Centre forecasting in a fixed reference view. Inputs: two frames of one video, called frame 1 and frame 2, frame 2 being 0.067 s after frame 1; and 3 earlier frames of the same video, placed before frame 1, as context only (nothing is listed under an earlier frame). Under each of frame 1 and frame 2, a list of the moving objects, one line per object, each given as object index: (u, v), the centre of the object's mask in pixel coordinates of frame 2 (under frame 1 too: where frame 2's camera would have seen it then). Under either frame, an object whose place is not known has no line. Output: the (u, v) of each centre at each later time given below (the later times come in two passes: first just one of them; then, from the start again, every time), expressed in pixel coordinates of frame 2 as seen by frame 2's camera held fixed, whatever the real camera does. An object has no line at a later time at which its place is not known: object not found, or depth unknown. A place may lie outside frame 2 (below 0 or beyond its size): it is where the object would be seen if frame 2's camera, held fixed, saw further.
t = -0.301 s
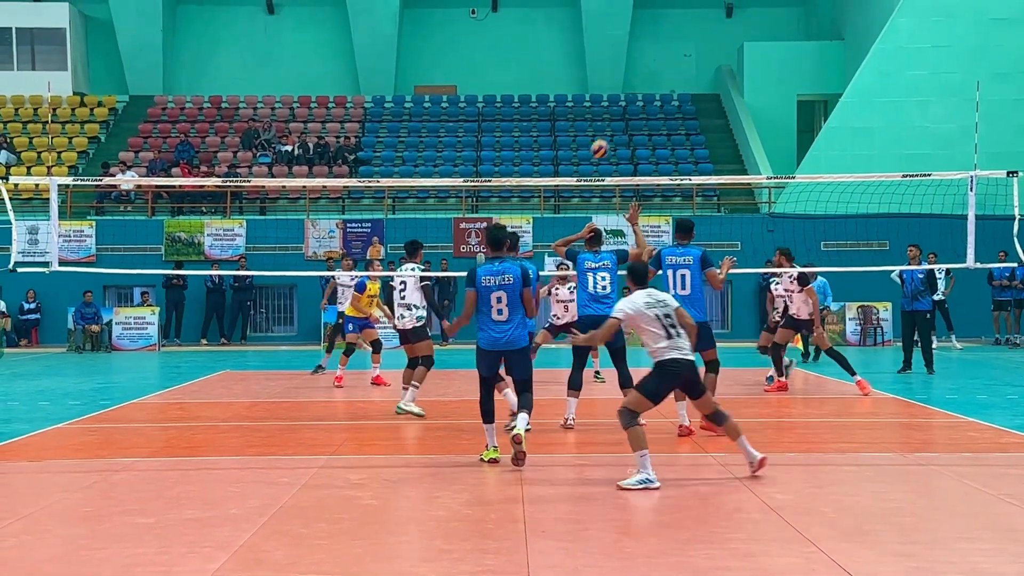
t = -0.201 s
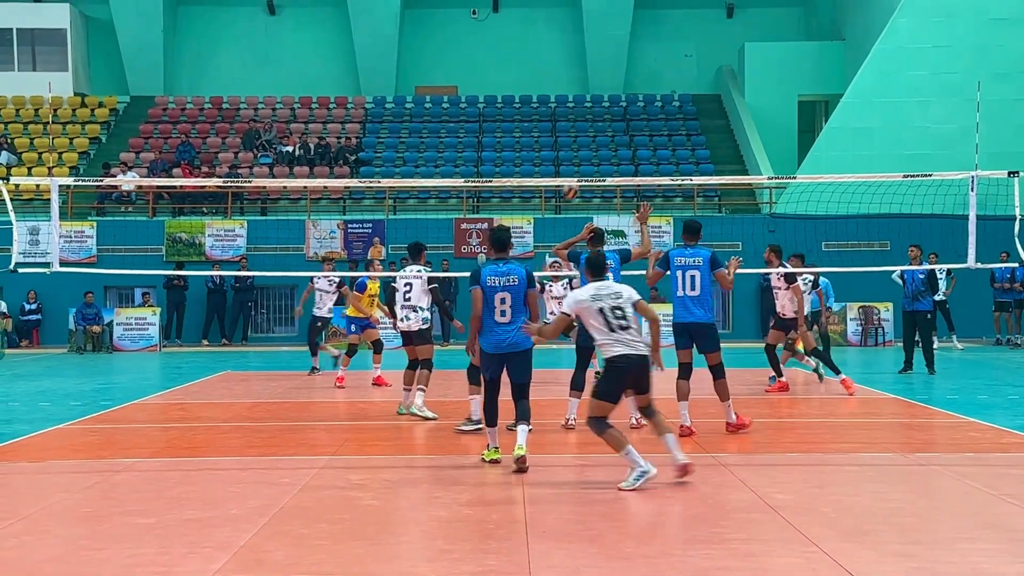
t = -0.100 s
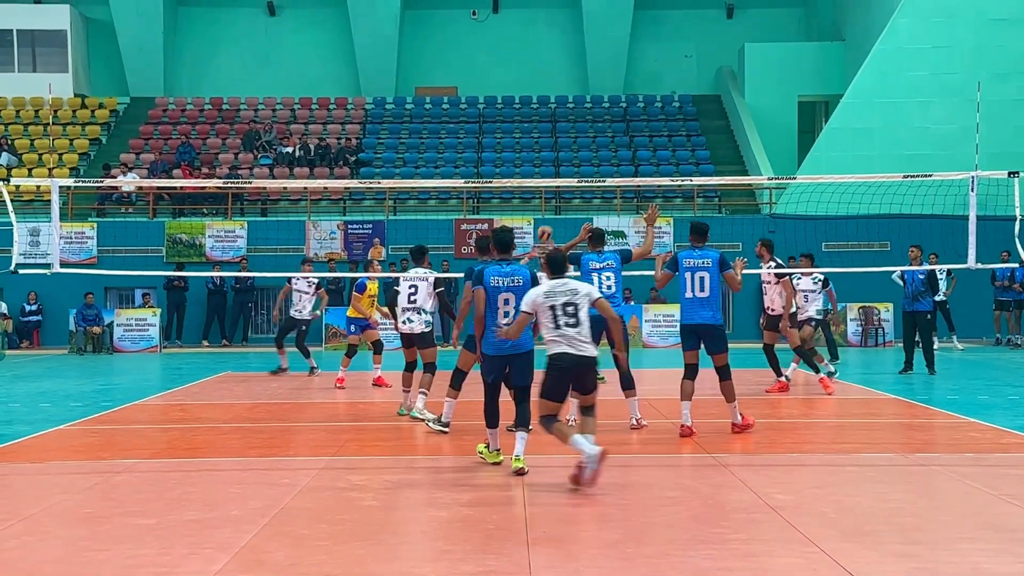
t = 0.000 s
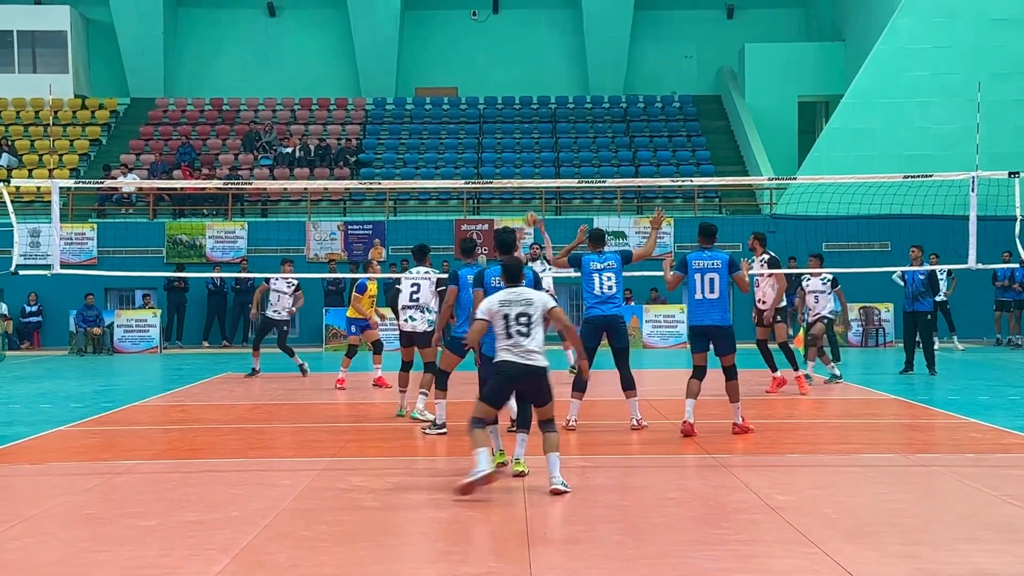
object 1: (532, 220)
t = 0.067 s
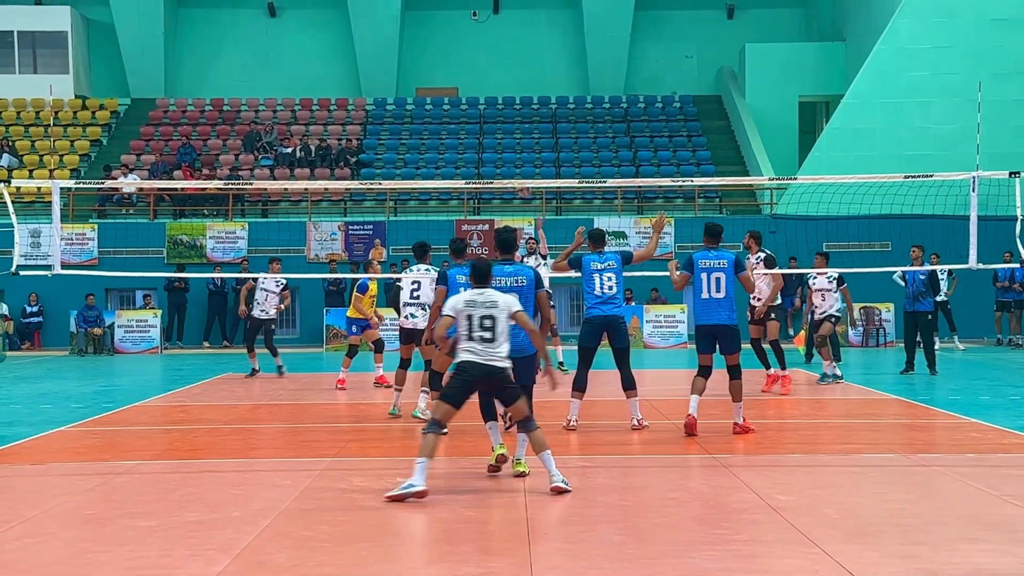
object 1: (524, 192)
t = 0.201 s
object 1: (507, 136)
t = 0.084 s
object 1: (522, 176)
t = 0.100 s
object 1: (519, 173)
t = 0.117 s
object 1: (517, 167)
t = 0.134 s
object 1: (515, 160)
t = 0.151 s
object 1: (513, 154)
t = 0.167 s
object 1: (510, 148)
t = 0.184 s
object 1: (509, 142)
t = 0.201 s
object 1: (507, 136)
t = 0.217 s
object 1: (504, 129)
